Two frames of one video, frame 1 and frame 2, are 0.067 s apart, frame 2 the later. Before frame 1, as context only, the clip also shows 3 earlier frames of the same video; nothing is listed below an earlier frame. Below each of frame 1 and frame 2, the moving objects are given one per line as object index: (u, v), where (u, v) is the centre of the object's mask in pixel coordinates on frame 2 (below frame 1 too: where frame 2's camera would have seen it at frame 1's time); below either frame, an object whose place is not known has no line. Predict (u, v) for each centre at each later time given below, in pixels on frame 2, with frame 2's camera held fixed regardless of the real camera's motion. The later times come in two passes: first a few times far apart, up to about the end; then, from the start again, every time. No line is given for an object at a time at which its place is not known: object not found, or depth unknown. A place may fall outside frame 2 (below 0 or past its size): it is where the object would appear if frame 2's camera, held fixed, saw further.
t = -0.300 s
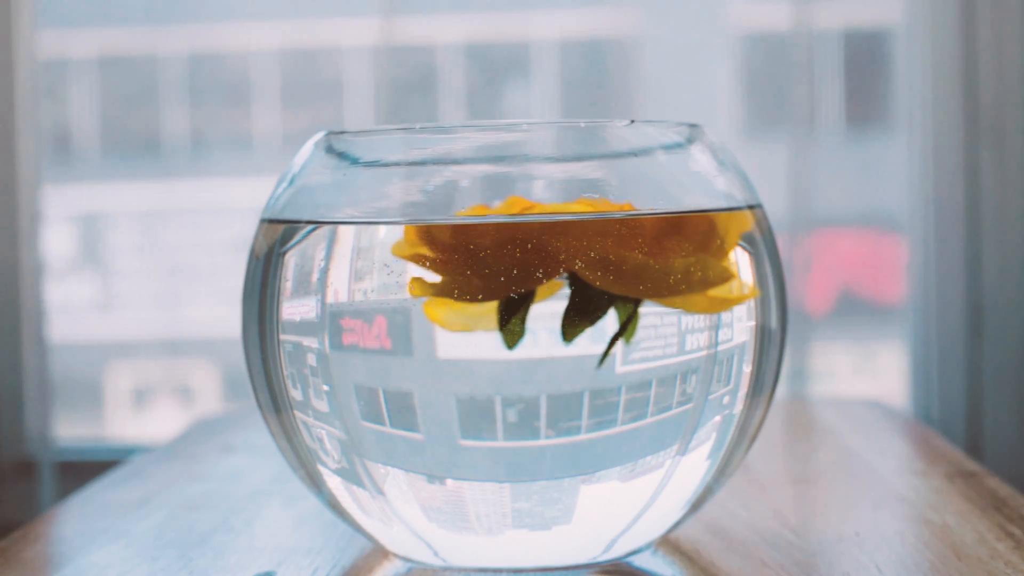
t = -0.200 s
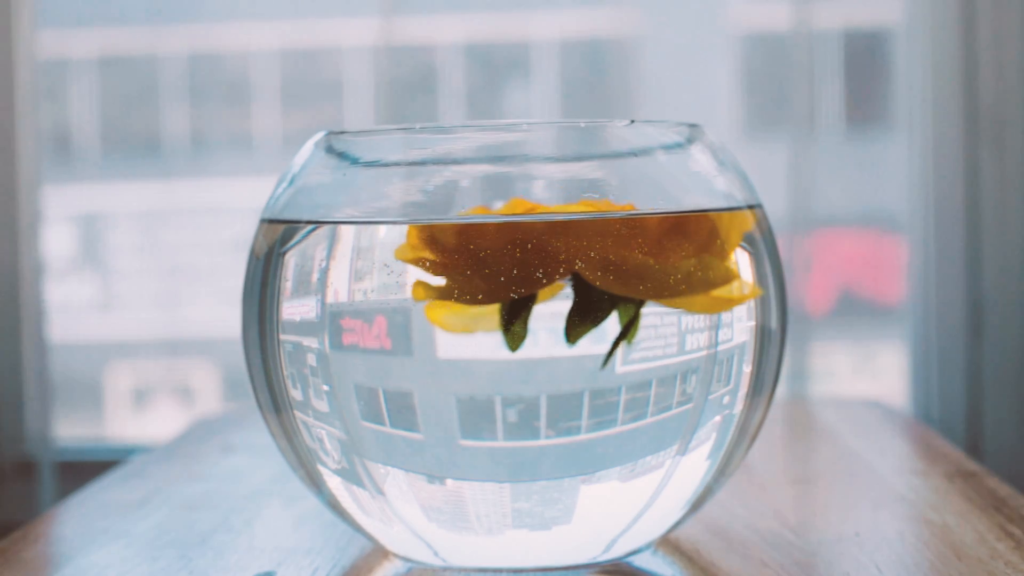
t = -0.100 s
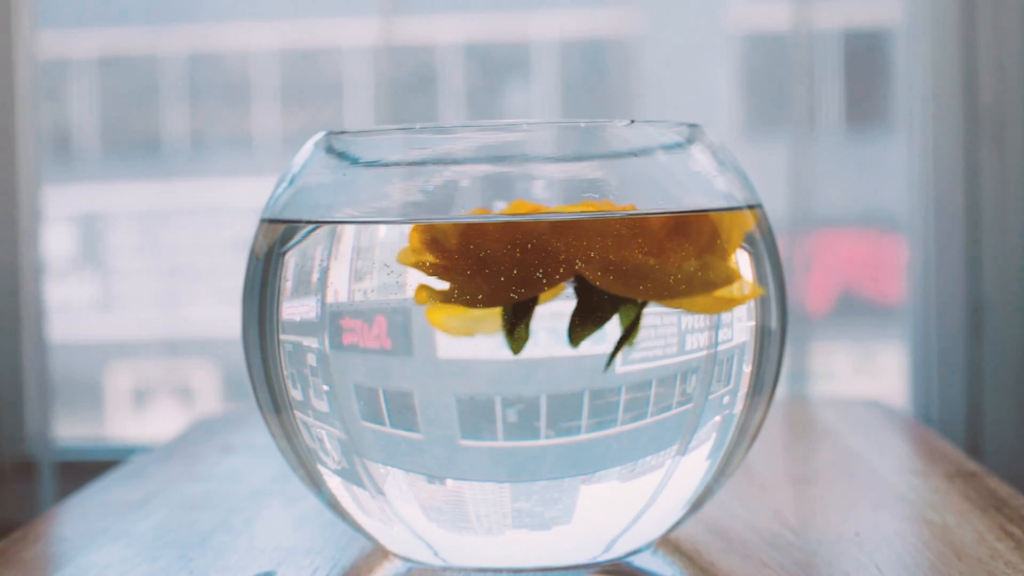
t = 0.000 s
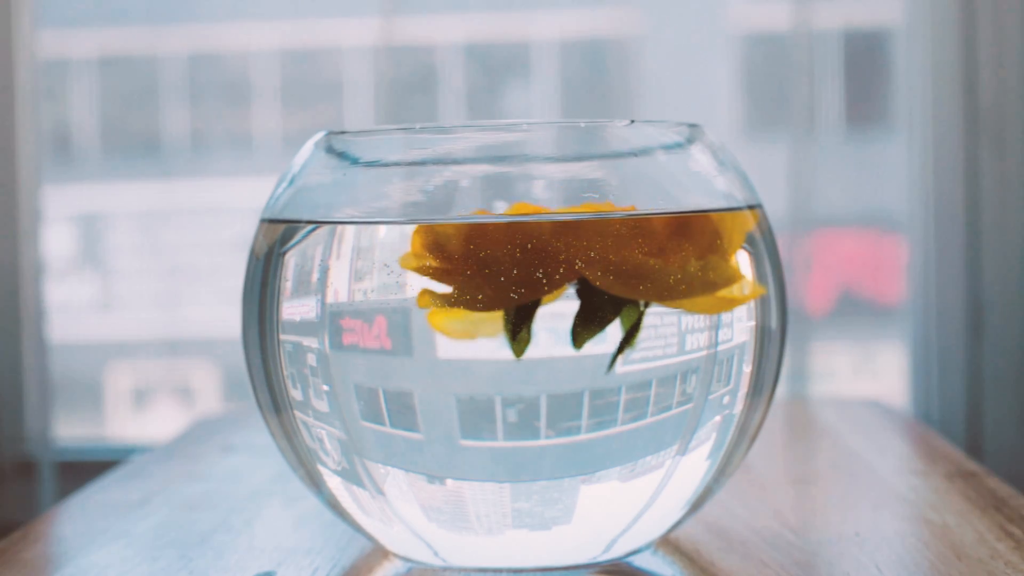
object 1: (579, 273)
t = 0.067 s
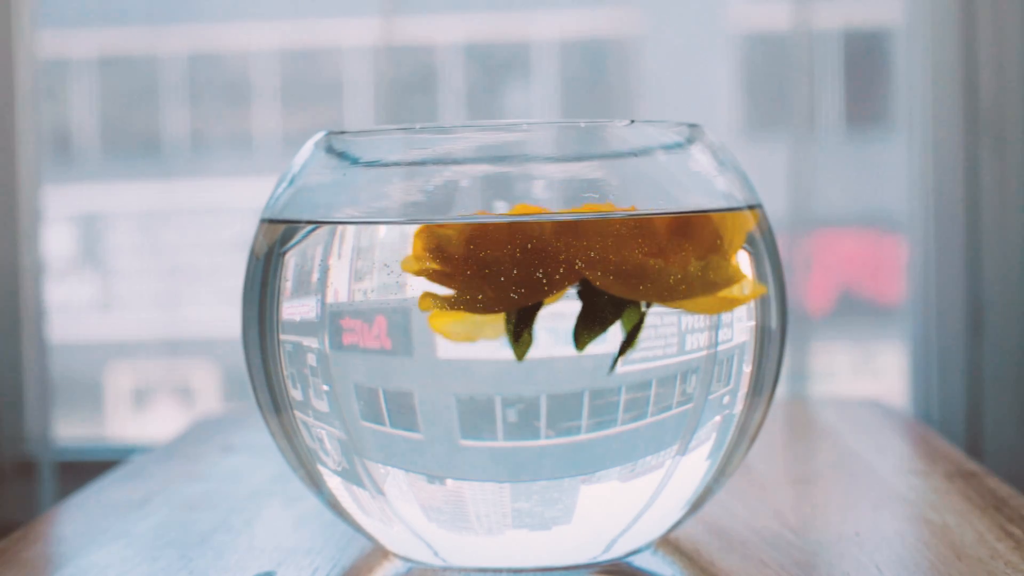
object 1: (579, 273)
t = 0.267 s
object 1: (580, 275)
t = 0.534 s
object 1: (580, 279)
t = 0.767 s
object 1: (579, 282)
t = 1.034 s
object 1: (580, 287)
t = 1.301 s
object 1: (581, 292)
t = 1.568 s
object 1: (581, 297)
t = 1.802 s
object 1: (581, 303)
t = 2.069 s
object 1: (581, 312)
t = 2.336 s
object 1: (582, 323)
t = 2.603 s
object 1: (582, 337)
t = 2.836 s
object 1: (580, 352)
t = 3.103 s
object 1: (579, 372)
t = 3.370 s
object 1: (575, 397)
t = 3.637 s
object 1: (574, 419)
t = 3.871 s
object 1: (582, 430)
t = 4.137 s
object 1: (592, 433)
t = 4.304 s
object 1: (598, 437)
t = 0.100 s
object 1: (579, 274)
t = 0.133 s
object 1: (580, 274)
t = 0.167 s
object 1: (580, 274)
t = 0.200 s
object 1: (580, 274)
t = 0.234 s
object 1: (580, 275)
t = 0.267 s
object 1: (580, 275)
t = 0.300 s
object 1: (580, 276)
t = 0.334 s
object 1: (580, 276)
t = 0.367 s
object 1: (580, 276)
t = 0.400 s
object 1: (580, 277)
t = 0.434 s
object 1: (580, 277)
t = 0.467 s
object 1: (580, 278)
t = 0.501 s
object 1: (580, 278)
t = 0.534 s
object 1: (580, 279)
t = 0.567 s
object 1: (580, 279)
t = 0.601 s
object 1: (580, 280)
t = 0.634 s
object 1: (580, 280)
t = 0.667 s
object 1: (580, 281)
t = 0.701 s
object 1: (580, 281)
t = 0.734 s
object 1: (579, 282)
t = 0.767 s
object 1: (579, 282)
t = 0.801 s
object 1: (579, 283)
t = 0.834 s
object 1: (579, 284)
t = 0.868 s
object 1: (579, 284)
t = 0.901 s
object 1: (580, 285)
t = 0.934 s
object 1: (580, 285)
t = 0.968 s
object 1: (580, 286)
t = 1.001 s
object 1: (580, 286)
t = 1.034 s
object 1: (580, 287)
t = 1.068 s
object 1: (580, 287)
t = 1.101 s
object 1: (580, 288)
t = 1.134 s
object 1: (580, 289)
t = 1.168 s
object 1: (580, 290)
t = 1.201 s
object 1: (580, 290)
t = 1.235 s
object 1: (580, 291)
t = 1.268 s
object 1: (580, 291)
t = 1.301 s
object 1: (581, 292)
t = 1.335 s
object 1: (580, 292)
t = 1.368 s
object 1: (580, 293)
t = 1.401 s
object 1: (581, 294)
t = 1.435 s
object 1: (581, 294)
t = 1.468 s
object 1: (581, 295)
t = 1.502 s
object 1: (581, 295)
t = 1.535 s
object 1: (581, 296)
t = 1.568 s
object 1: (581, 297)
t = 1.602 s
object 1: (580, 298)
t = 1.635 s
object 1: (581, 298)
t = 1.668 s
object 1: (581, 300)
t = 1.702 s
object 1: (581, 300)
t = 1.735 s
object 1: (581, 301)
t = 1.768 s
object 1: (581, 302)
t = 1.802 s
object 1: (581, 303)
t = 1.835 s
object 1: (581, 304)
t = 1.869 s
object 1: (581, 305)
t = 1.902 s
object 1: (581, 306)
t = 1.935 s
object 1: (581, 307)
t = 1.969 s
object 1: (581, 308)
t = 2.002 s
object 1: (581, 309)
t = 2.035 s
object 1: (581, 310)
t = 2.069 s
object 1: (581, 312)
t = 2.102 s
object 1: (582, 313)
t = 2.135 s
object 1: (582, 314)
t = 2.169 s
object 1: (582, 316)
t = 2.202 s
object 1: (582, 317)
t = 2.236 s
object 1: (582, 319)
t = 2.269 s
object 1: (582, 320)
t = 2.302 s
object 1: (582, 322)
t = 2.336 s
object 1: (582, 323)
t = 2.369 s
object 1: (582, 325)
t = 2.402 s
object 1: (582, 327)
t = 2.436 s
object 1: (582, 328)
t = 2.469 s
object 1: (582, 330)
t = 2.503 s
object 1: (582, 332)
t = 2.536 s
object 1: (582, 333)
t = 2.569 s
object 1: (582, 335)
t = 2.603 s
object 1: (582, 337)
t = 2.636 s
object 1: (582, 339)
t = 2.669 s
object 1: (582, 341)
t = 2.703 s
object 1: (581, 343)
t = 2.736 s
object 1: (581, 345)
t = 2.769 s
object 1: (581, 347)
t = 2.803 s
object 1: (581, 350)
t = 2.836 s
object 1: (580, 352)
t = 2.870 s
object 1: (580, 354)
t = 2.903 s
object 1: (580, 356)
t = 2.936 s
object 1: (580, 358)
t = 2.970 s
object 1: (580, 360)
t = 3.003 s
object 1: (579, 363)
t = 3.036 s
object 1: (580, 366)
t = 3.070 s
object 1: (580, 368)
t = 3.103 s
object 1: (579, 372)
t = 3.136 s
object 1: (578, 375)
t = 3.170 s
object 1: (578, 378)
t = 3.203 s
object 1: (577, 381)
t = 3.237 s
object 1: (577, 385)
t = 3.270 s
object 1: (576, 387)
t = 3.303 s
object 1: (576, 391)
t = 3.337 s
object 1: (575, 393)
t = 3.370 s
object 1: (575, 397)
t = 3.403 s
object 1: (574, 399)
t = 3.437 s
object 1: (574, 402)
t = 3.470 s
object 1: (574, 406)
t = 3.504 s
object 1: (573, 409)
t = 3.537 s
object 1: (573, 412)
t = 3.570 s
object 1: (573, 414)
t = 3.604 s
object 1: (574, 417)
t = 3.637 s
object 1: (574, 419)
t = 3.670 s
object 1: (575, 421)
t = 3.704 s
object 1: (576, 423)
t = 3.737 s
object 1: (577, 426)
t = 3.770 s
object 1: (578, 427)
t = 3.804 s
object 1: (579, 429)
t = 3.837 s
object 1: (580, 429)
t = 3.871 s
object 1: (582, 430)
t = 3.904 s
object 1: (583, 430)
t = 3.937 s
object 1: (584, 430)
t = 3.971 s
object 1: (586, 431)
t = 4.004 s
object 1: (587, 431)
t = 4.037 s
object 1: (588, 431)
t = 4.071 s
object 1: (590, 432)
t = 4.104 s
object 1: (591, 432)
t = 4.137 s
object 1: (592, 433)
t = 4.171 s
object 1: (594, 433)
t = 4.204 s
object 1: (595, 434)
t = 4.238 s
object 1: (596, 435)
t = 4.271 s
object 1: (597, 436)
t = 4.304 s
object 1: (598, 437)
